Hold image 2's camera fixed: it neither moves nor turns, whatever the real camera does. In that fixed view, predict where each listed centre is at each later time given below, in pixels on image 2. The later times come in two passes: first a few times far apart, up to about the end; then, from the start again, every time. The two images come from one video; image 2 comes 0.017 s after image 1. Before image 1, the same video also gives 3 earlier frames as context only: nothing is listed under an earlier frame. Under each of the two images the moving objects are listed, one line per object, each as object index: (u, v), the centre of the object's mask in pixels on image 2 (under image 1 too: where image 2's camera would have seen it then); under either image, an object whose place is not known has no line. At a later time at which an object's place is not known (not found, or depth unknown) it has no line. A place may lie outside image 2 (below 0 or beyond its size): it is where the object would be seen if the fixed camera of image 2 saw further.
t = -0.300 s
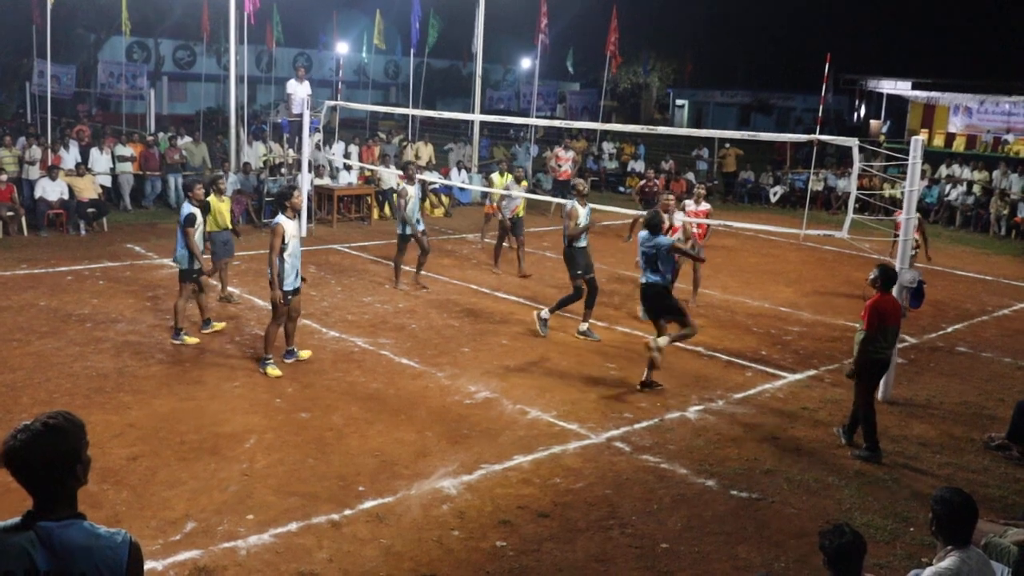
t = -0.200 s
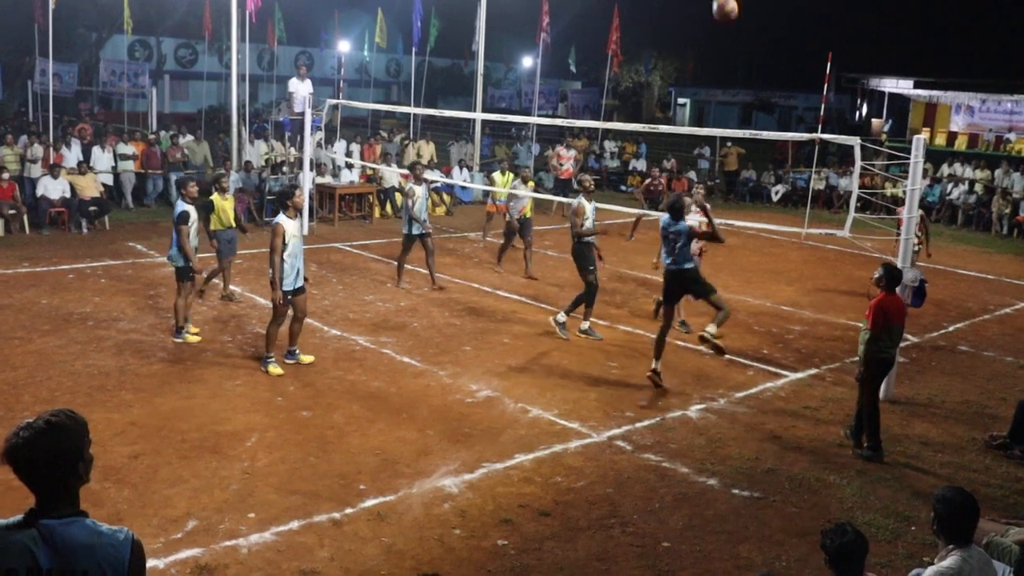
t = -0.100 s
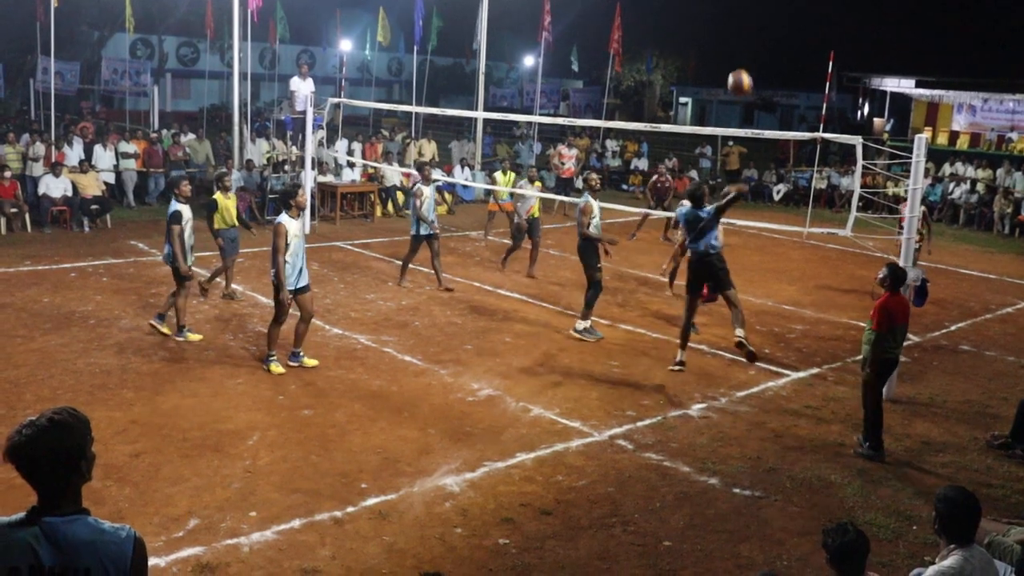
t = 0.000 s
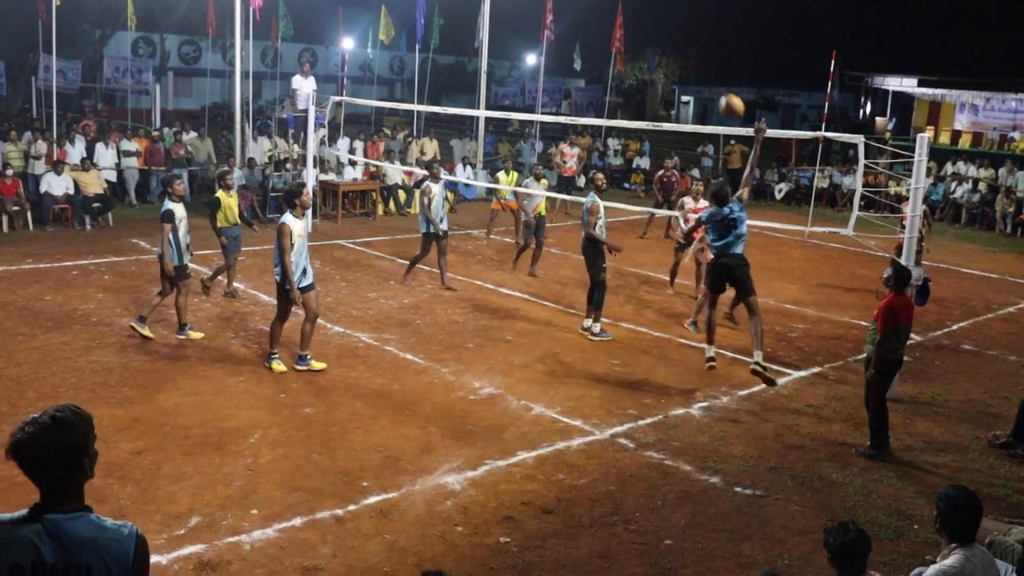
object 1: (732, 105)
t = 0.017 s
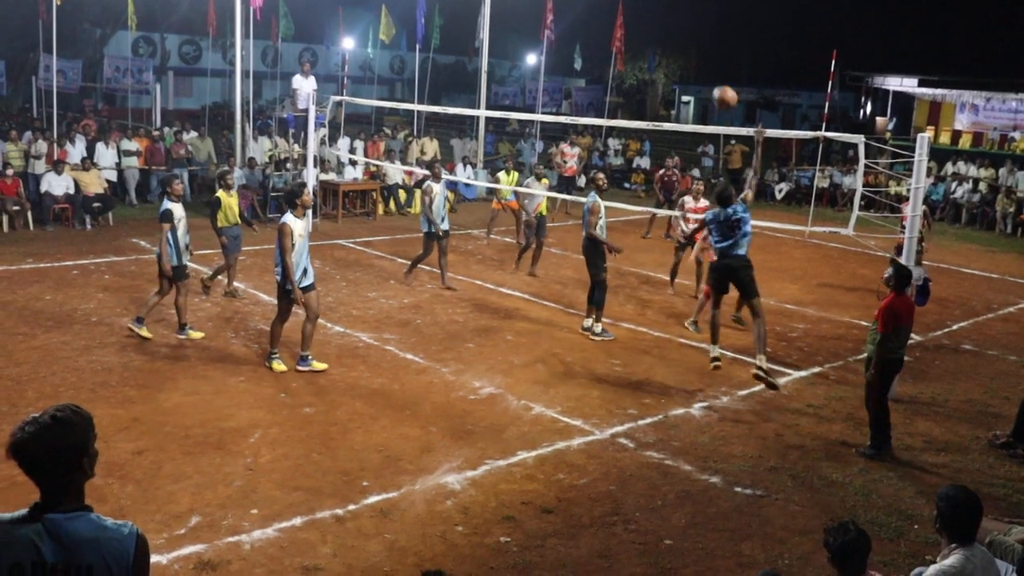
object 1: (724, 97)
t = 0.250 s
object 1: (647, 32)
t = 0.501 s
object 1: (589, 38)
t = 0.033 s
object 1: (718, 90)
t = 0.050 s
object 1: (712, 82)
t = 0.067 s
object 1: (705, 75)
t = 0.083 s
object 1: (699, 69)
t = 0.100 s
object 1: (693, 63)
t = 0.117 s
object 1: (688, 57)
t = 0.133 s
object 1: (683, 54)
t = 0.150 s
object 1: (677, 50)
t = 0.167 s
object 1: (671, 46)
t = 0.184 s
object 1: (666, 42)
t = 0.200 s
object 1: (661, 39)
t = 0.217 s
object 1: (656, 37)
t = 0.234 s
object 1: (652, 34)
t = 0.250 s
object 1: (647, 32)
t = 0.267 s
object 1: (642, 31)
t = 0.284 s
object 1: (638, 30)
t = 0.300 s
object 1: (634, 29)
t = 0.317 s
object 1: (630, 29)
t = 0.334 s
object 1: (626, 28)
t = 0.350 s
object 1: (622, 28)
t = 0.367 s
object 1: (617, 28)
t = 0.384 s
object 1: (614, 28)
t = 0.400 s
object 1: (610, 30)
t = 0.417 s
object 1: (606, 31)
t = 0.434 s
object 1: (603, 32)
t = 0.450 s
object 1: (599, 33)
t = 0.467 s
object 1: (596, 34)
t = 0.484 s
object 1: (592, 36)
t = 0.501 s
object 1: (589, 38)
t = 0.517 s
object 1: (586, 40)
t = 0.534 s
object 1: (583, 42)
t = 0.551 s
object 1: (579, 45)
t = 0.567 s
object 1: (576, 47)
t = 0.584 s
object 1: (574, 50)
